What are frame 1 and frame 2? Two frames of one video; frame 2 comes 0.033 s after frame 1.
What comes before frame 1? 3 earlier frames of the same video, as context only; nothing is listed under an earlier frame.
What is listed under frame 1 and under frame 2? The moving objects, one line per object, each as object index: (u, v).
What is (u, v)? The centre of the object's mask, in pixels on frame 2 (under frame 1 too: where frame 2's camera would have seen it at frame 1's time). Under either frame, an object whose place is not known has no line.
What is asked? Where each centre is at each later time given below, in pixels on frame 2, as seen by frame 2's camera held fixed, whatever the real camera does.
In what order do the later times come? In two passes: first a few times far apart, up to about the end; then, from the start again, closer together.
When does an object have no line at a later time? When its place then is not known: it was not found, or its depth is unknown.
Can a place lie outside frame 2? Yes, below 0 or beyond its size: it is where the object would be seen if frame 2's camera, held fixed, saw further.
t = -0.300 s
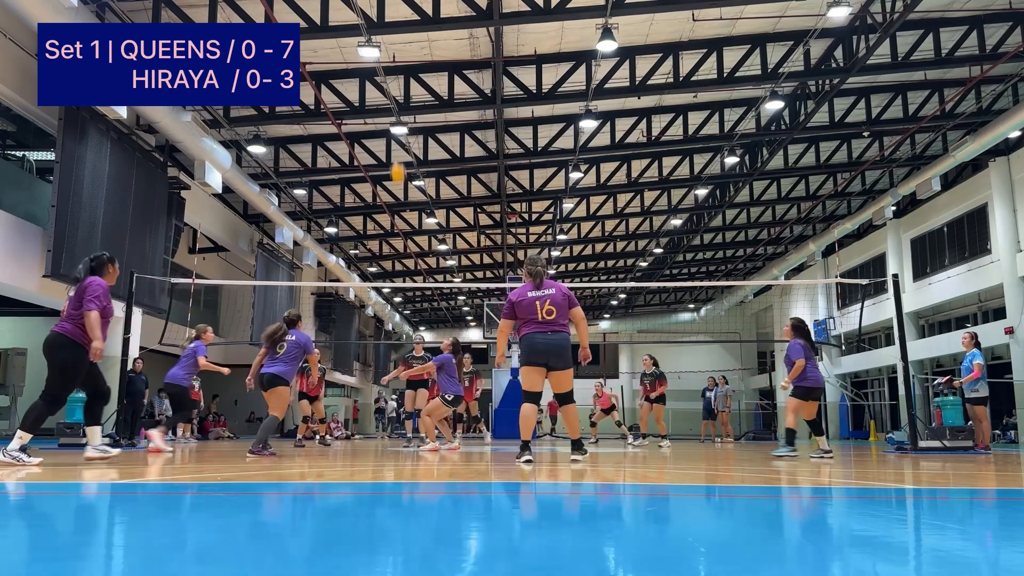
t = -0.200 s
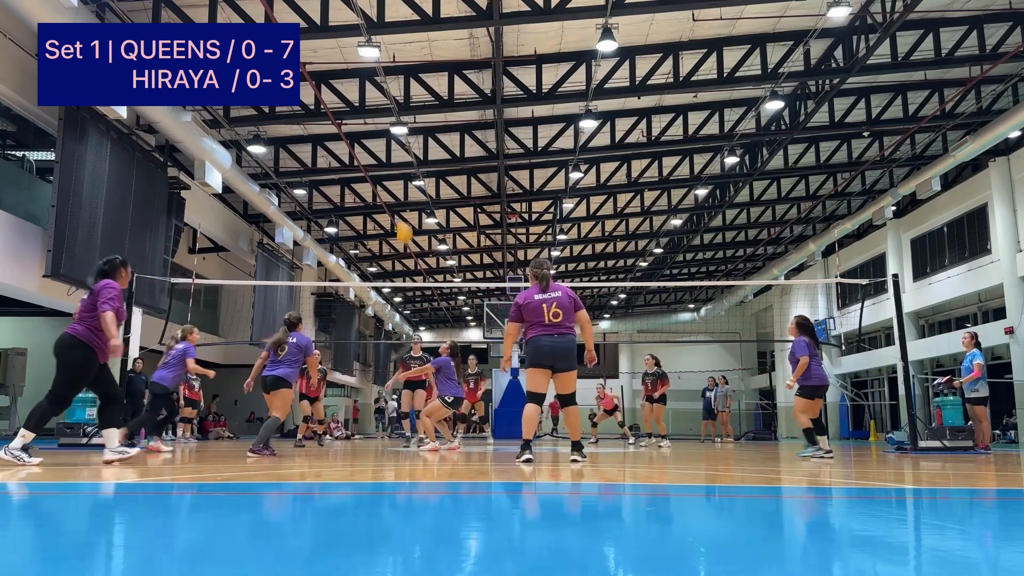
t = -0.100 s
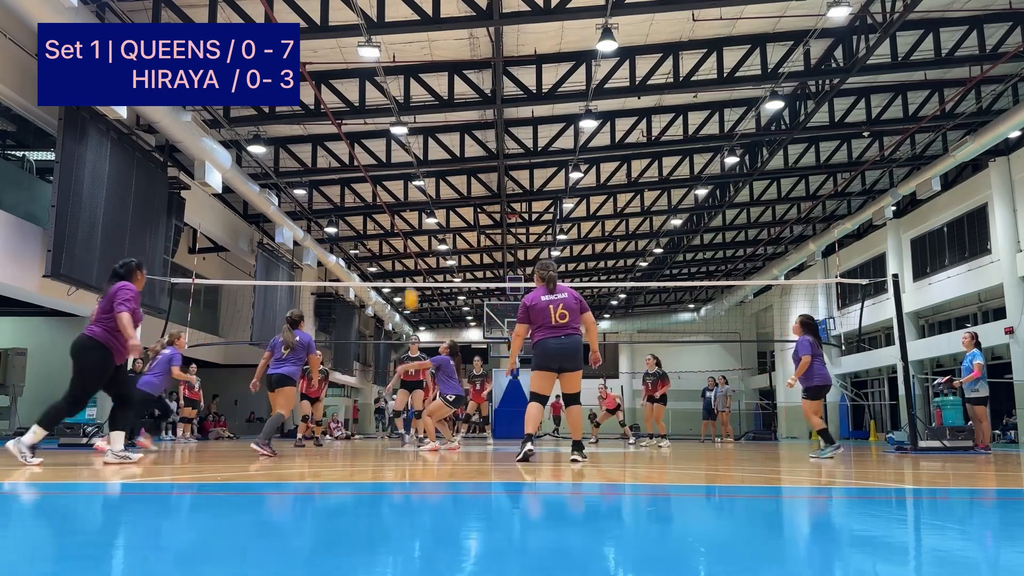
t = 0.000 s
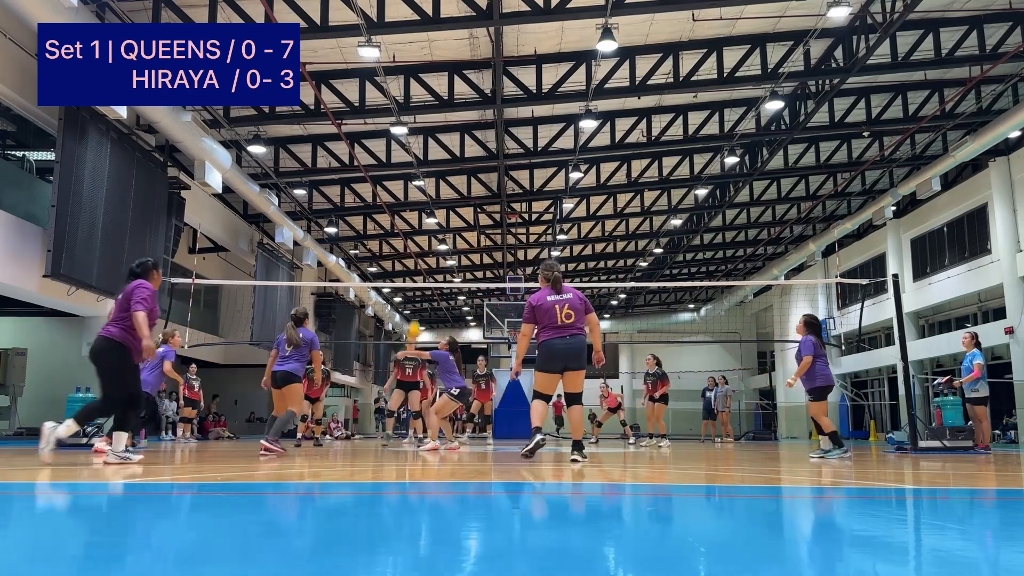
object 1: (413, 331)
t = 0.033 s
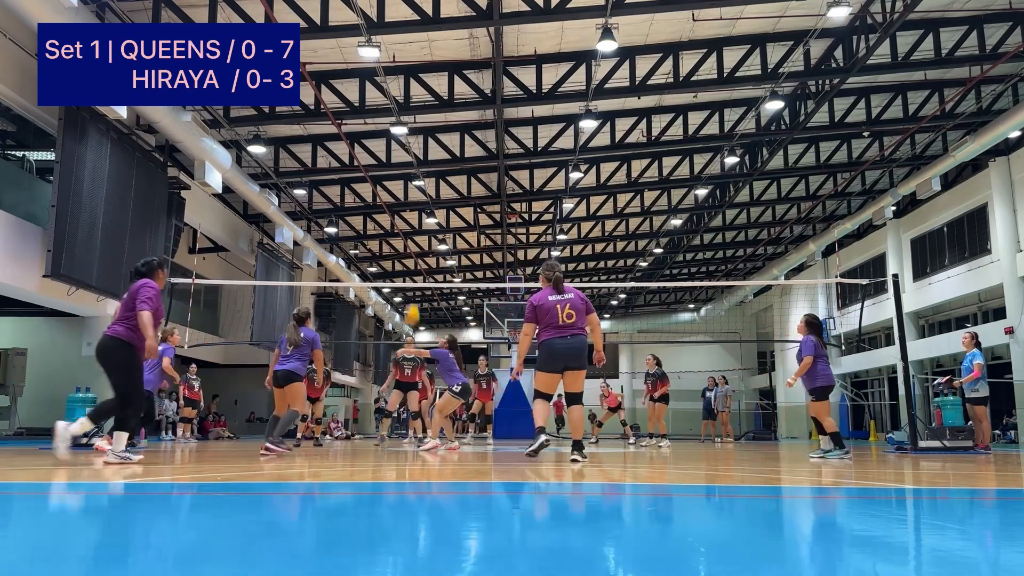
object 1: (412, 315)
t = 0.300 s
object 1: (398, 204)
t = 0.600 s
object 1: (379, 144)
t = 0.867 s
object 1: (360, 145)
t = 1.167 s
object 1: (337, 213)
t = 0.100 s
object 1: (408, 281)
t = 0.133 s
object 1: (407, 267)
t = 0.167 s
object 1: (404, 253)
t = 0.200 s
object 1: (403, 240)
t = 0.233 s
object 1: (401, 227)
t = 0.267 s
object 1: (400, 214)
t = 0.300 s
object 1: (398, 204)
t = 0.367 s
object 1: (393, 185)
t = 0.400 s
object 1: (392, 176)
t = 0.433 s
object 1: (389, 169)
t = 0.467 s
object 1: (387, 162)
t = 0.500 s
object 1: (385, 157)
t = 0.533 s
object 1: (383, 152)
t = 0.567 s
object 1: (381, 147)
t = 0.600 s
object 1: (379, 144)
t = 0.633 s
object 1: (376, 141)
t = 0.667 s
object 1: (374, 139)
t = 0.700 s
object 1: (372, 138)
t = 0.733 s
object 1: (370, 138)
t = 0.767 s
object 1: (368, 138)
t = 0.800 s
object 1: (366, 140)
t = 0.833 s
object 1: (363, 142)
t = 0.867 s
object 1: (360, 145)
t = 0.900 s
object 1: (358, 150)
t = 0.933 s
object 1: (356, 154)
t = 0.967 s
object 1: (353, 160)
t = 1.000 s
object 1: (350, 166)
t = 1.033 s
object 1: (348, 174)
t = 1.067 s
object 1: (345, 182)
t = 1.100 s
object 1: (343, 191)
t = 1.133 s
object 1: (340, 202)
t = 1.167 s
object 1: (337, 213)
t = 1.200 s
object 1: (334, 225)
